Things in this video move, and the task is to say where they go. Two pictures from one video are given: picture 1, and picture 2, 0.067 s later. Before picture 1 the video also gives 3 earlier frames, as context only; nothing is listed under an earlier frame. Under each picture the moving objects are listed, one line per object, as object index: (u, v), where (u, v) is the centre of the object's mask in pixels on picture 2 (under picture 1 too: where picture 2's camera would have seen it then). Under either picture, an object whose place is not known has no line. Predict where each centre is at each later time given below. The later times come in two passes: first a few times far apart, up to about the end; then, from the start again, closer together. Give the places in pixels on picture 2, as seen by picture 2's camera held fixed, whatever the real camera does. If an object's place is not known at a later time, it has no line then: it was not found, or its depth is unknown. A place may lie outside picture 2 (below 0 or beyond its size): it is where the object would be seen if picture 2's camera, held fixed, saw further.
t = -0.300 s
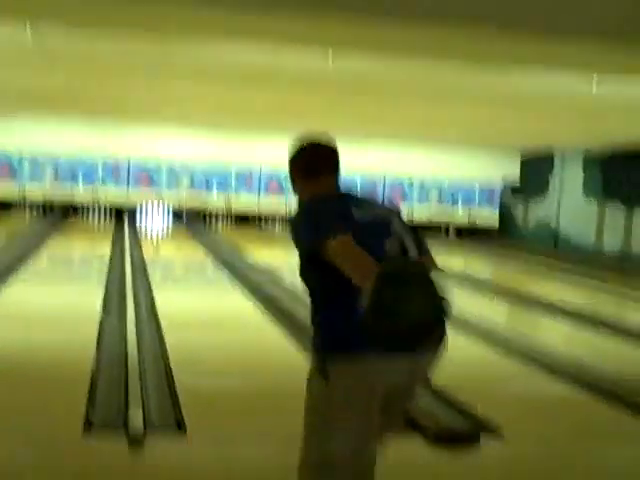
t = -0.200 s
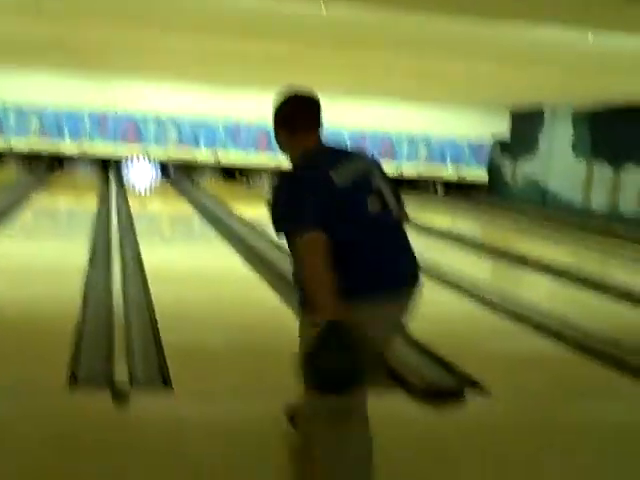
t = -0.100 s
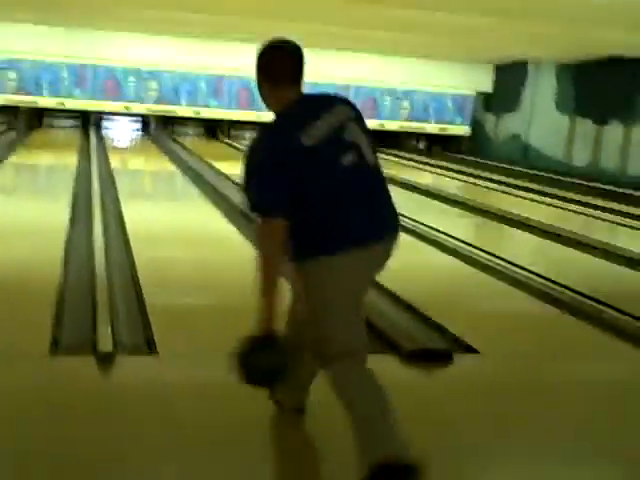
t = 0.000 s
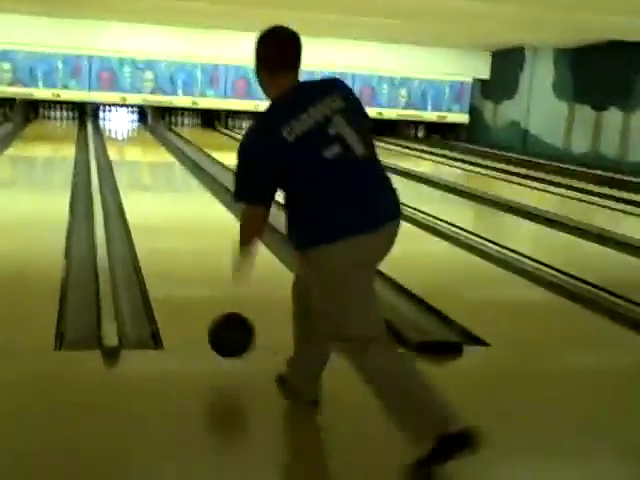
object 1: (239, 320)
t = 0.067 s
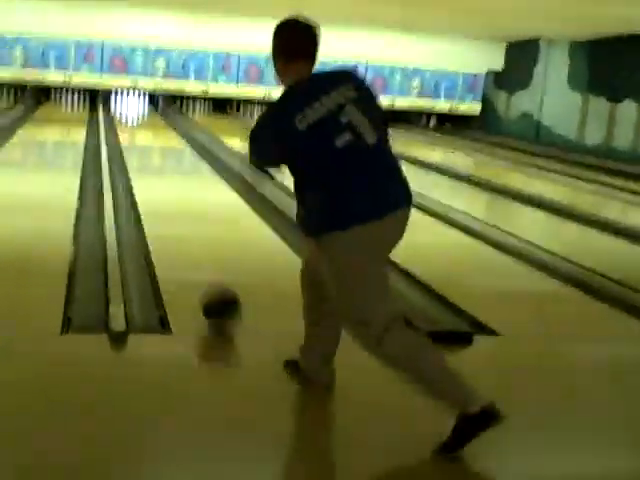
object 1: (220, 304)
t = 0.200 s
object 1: (198, 262)
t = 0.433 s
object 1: (171, 210)
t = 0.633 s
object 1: (156, 183)
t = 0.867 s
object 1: (142, 161)
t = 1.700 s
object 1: (120, 122)
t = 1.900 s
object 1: (118, 116)
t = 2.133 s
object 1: (114, 111)
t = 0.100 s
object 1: (215, 291)
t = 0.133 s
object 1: (209, 280)
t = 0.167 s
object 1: (202, 267)
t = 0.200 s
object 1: (198, 262)
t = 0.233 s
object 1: (193, 252)
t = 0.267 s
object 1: (188, 243)
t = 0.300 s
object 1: (184, 236)
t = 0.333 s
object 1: (181, 229)
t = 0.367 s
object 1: (178, 222)
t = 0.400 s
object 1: (174, 215)
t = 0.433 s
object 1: (171, 210)
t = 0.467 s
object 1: (169, 205)
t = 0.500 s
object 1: (166, 199)
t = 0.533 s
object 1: (163, 195)
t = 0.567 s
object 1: (161, 191)
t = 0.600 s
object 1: (158, 187)
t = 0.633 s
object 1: (156, 183)
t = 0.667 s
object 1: (154, 178)
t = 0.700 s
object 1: (152, 175)
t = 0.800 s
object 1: (147, 167)
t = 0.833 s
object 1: (145, 164)
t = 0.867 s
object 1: (142, 161)
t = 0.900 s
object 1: (141, 158)
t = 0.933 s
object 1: (140, 156)
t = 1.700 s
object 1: (120, 122)
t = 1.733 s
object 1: (120, 120)
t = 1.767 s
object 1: (120, 119)
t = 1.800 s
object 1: (119, 119)
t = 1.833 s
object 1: (119, 118)
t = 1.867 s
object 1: (118, 117)
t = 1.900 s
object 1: (118, 116)
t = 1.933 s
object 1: (118, 115)
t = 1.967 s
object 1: (117, 114)
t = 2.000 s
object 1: (116, 114)
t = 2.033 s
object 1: (116, 113)
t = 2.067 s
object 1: (116, 113)
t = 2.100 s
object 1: (114, 112)
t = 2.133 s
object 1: (114, 111)
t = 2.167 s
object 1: (113, 111)
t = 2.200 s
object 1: (113, 110)
